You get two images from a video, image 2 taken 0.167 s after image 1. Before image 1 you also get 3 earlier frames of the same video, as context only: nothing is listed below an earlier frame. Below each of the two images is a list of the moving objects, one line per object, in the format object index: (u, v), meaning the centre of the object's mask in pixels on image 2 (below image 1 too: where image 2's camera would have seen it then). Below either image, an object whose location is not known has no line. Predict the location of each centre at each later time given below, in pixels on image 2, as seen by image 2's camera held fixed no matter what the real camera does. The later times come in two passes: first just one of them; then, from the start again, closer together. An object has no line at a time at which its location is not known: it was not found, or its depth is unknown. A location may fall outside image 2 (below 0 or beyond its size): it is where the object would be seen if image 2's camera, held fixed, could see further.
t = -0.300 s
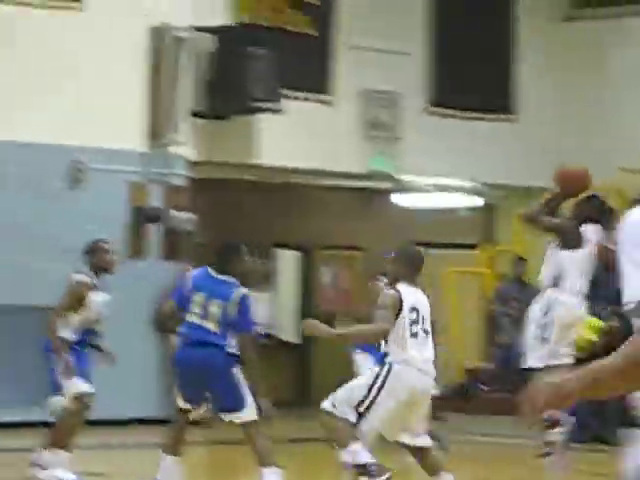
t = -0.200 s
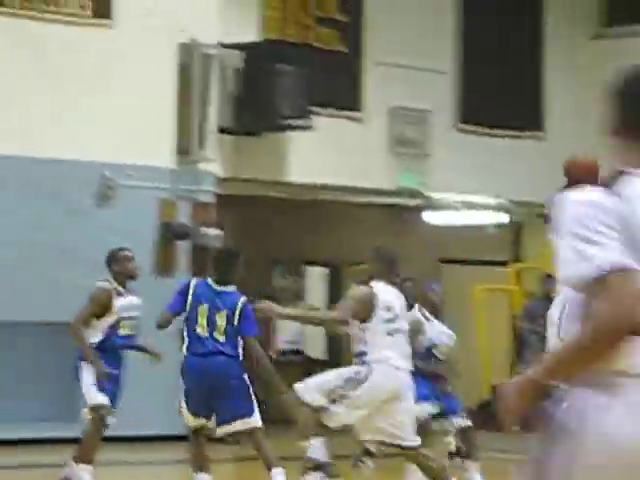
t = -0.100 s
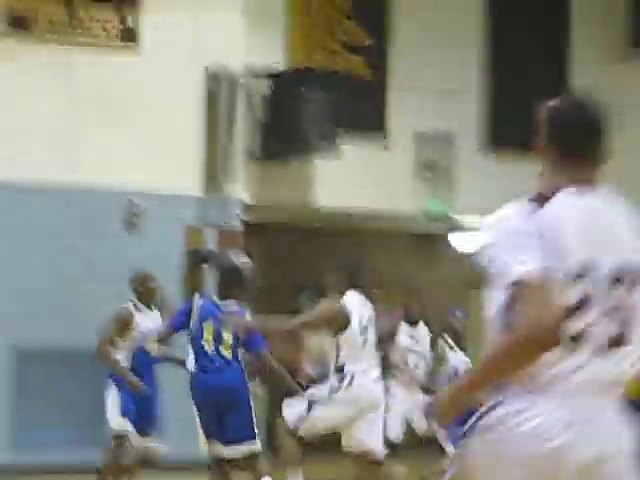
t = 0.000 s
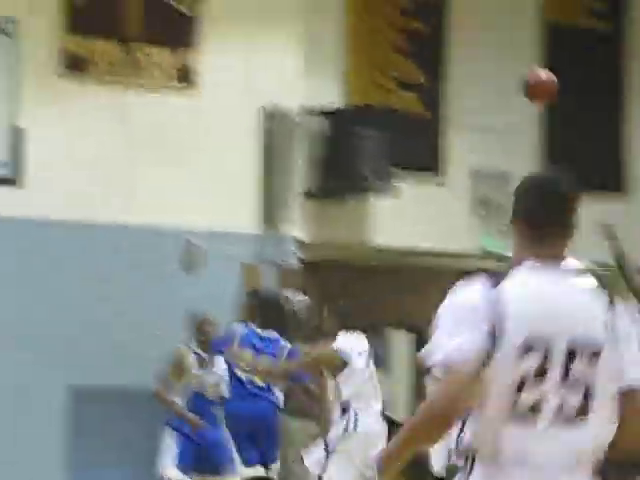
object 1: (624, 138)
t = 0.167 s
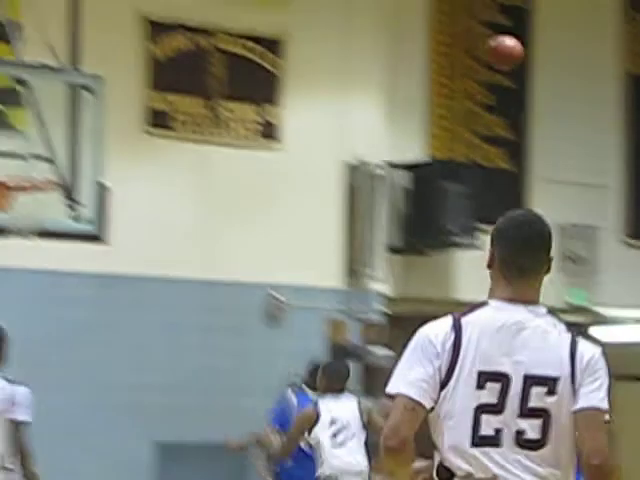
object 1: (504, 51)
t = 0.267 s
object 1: (439, 24)
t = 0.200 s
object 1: (483, 42)
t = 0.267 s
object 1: (439, 24)
